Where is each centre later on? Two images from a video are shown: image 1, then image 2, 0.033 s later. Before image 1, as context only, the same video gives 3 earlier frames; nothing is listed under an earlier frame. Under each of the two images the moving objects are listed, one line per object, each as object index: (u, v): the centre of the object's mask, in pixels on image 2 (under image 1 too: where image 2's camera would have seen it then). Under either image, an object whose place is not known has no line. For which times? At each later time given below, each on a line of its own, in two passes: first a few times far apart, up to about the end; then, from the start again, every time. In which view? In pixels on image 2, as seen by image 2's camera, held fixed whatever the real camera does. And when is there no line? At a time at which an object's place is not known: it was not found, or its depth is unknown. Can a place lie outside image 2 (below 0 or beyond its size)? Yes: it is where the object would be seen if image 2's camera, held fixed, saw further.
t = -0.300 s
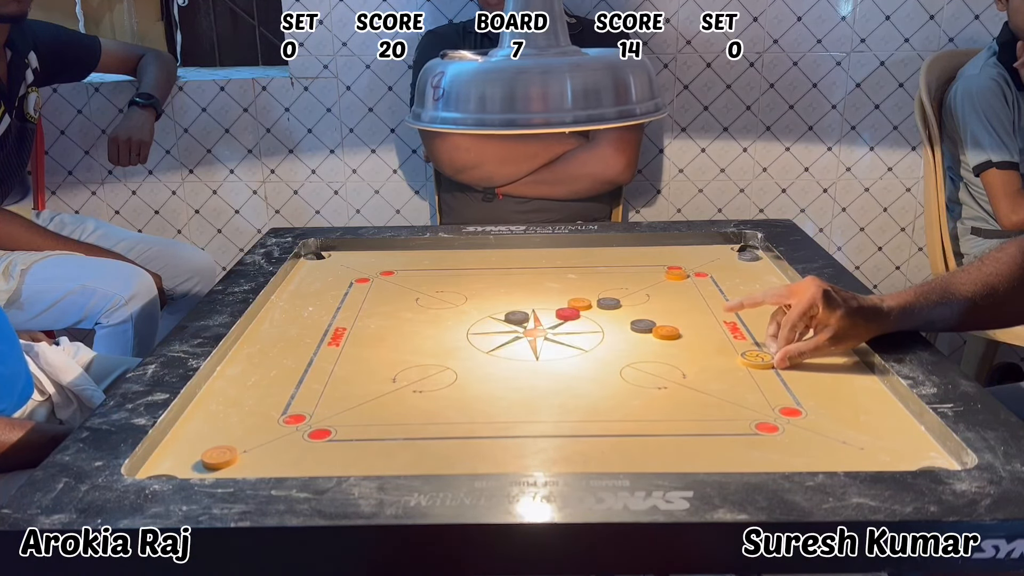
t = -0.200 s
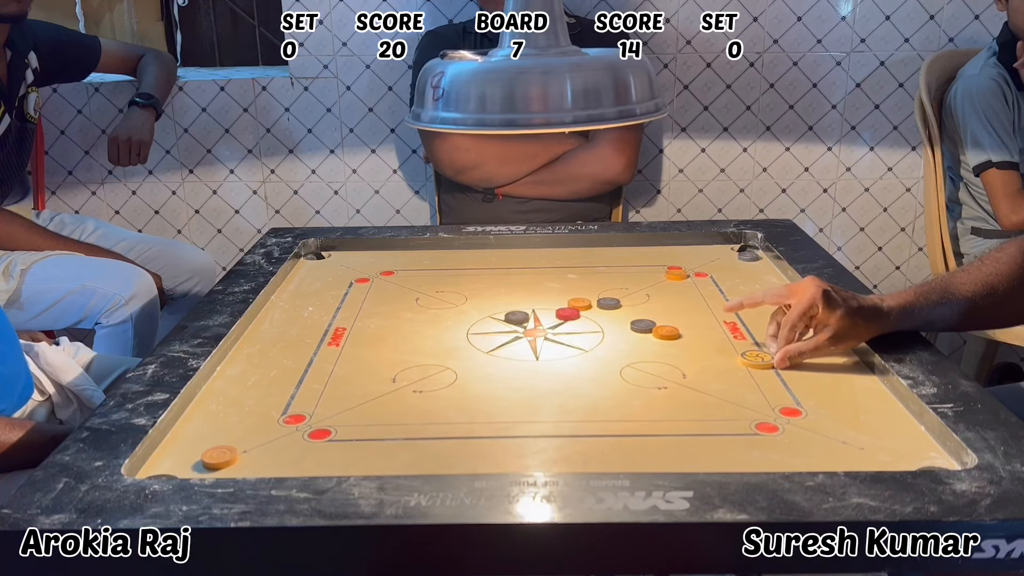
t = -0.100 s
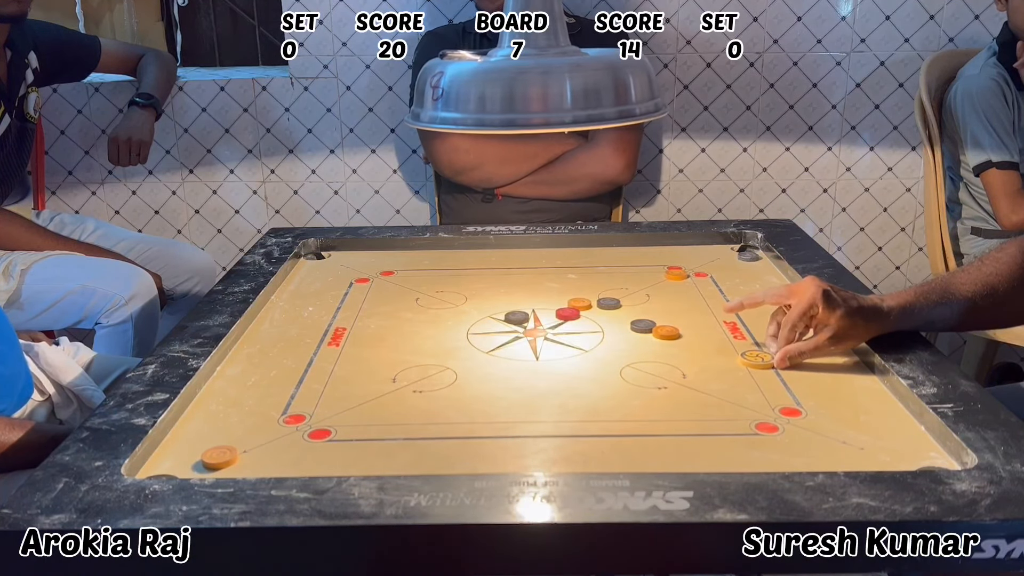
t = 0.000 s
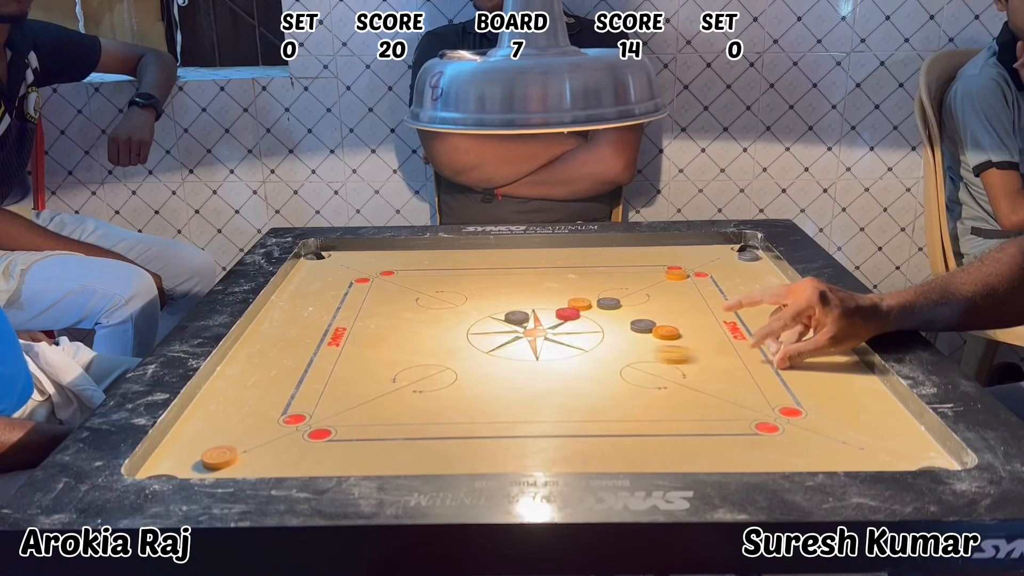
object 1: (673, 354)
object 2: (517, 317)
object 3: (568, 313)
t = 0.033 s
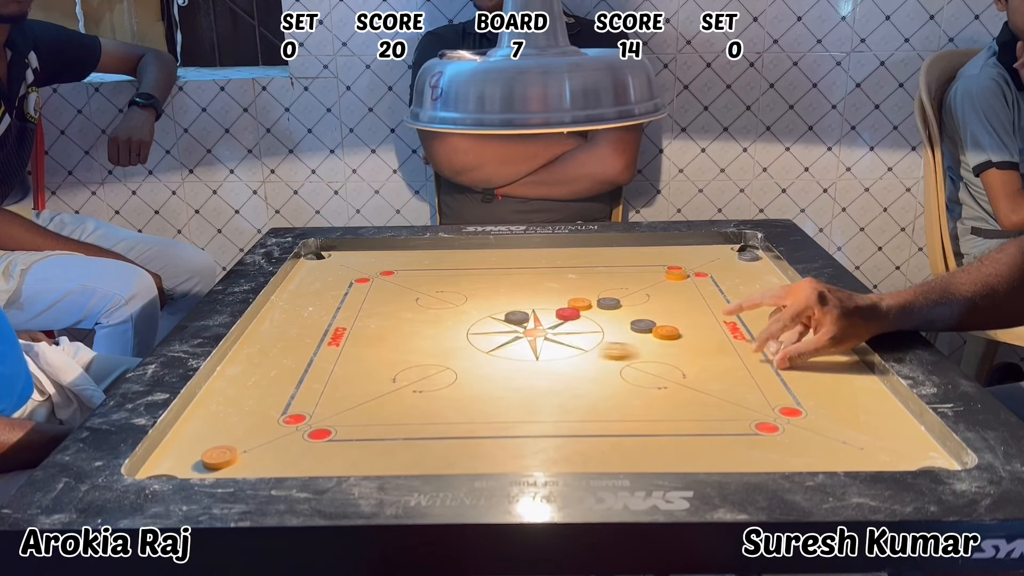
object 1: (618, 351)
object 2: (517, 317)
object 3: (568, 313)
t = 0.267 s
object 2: (517, 317)
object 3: (568, 313)
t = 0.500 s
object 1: (505, 311)
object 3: (568, 313)
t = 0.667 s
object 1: (576, 297)
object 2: (677, 354)
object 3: (594, 312)
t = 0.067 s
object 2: (517, 317)
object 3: (568, 313)
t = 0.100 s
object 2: (517, 317)
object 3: (568, 313)
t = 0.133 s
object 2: (517, 317)
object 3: (568, 313)
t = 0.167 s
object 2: (517, 317)
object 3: (568, 313)
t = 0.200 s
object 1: (359, 338)
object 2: (517, 317)
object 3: (568, 313)
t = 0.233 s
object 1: (310, 335)
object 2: (517, 317)
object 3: (568, 313)
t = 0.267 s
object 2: (517, 317)
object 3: (568, 313)
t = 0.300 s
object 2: (517, 317)
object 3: (568, 313)
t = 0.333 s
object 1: (336, 326)
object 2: (517, 317)
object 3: (568, 313)
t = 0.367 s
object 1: (375, 323)
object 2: (517, 317)
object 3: (568, 313)
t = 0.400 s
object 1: (412, 320)
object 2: (517, 317)
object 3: (568, 313)
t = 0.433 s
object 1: (448, 317)
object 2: (517, 317)
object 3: (568, 313)
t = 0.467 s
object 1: (482, 314)
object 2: (517, 317)
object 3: (568, 313)
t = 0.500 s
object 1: (505, 311)
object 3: (568, 313)
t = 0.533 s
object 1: (524, 308)
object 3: (575, 312)
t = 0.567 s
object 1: (541, 304)
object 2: (598, 333)
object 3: (581, 312)
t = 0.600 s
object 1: (557, 302)
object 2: (624, 340)
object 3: (587, 312)
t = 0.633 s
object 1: (568, 299)
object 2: (650, 347)
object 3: (591, 312)
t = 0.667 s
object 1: (576, 297)
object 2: (677, 354)
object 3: (594, 312)
